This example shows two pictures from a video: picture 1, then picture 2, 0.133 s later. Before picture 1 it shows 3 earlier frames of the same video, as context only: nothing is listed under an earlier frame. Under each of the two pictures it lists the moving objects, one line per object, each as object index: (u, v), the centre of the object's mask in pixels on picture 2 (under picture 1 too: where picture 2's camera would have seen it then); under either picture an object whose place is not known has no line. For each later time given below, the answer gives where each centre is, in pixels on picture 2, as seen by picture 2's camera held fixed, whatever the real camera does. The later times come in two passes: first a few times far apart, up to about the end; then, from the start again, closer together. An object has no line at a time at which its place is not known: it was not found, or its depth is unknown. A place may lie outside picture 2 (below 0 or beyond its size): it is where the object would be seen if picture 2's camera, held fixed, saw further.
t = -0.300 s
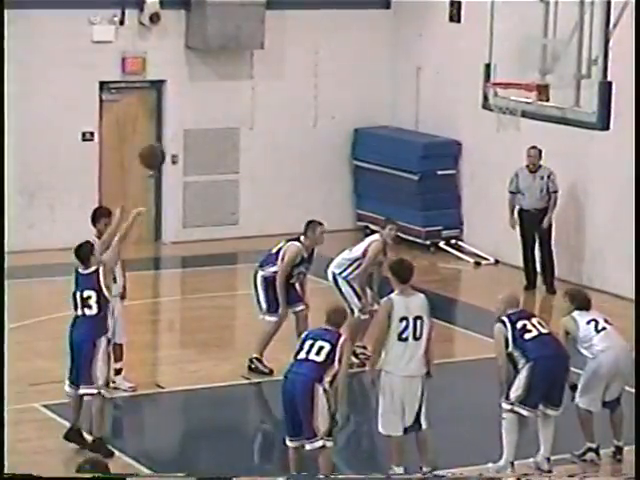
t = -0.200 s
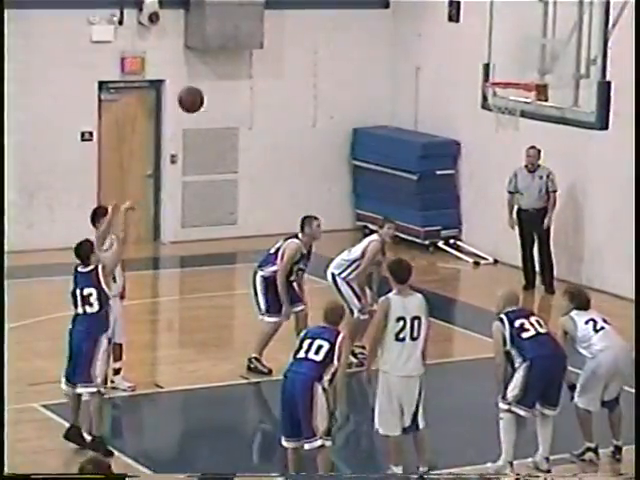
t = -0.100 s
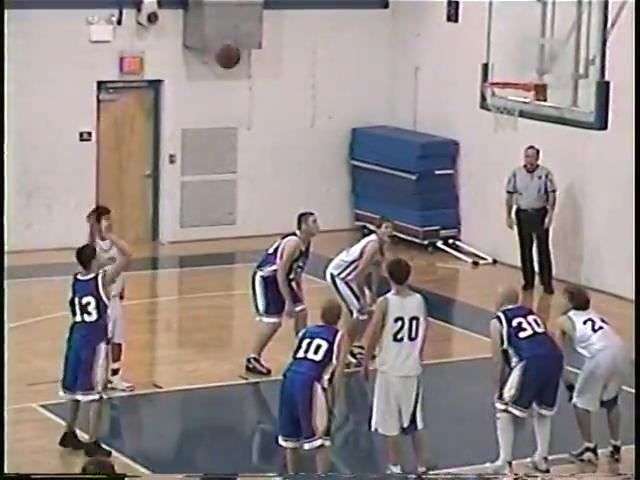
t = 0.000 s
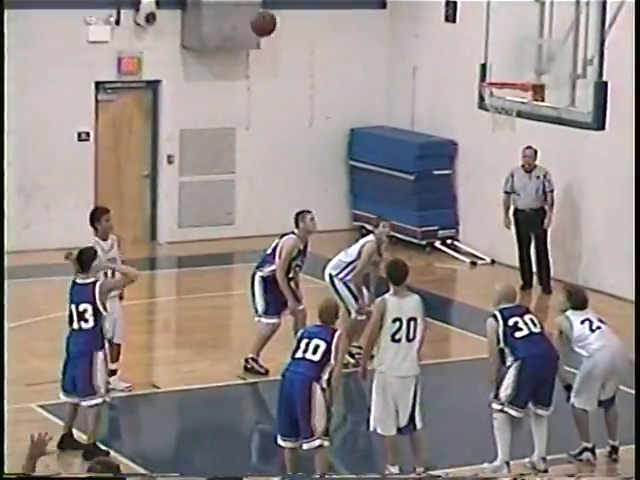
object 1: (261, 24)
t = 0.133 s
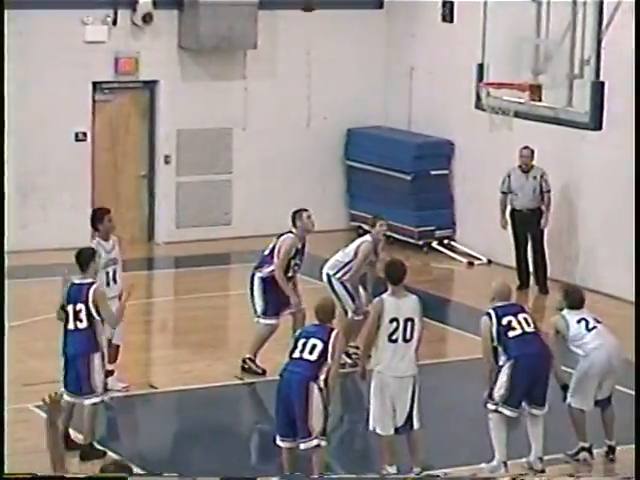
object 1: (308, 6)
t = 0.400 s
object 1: (397, 9)
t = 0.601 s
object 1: (459, 64)
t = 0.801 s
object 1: (405, 76)
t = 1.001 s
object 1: (326, 107)
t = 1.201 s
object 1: (249, 179)
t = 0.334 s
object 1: (377, 5)
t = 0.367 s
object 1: (387, 7)
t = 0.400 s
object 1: (397, 9)
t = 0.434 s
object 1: (409, 15)
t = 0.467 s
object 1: (419, 23)
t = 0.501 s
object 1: (429, 31)
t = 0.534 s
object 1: (439, 41)
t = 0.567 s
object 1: (449, 52)
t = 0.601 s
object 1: (459, 64)
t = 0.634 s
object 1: (469, 76)
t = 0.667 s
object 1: (459, 77)
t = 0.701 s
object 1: (446, 74)
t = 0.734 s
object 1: (432, 74)
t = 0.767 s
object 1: (419, 74)
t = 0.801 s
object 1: (405, 76)
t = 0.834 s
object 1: (393, 78)
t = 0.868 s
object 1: (378, 81)
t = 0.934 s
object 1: (352, 92)
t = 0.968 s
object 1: (338, 99)
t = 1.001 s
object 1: (326, 107)
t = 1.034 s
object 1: (313, 117)
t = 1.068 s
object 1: (299, 127)
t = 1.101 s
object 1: (287, 138)
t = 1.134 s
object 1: (274, 151)
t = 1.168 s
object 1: (261, 164)
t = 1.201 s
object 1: (249, 179)
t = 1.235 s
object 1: (236, 194)
